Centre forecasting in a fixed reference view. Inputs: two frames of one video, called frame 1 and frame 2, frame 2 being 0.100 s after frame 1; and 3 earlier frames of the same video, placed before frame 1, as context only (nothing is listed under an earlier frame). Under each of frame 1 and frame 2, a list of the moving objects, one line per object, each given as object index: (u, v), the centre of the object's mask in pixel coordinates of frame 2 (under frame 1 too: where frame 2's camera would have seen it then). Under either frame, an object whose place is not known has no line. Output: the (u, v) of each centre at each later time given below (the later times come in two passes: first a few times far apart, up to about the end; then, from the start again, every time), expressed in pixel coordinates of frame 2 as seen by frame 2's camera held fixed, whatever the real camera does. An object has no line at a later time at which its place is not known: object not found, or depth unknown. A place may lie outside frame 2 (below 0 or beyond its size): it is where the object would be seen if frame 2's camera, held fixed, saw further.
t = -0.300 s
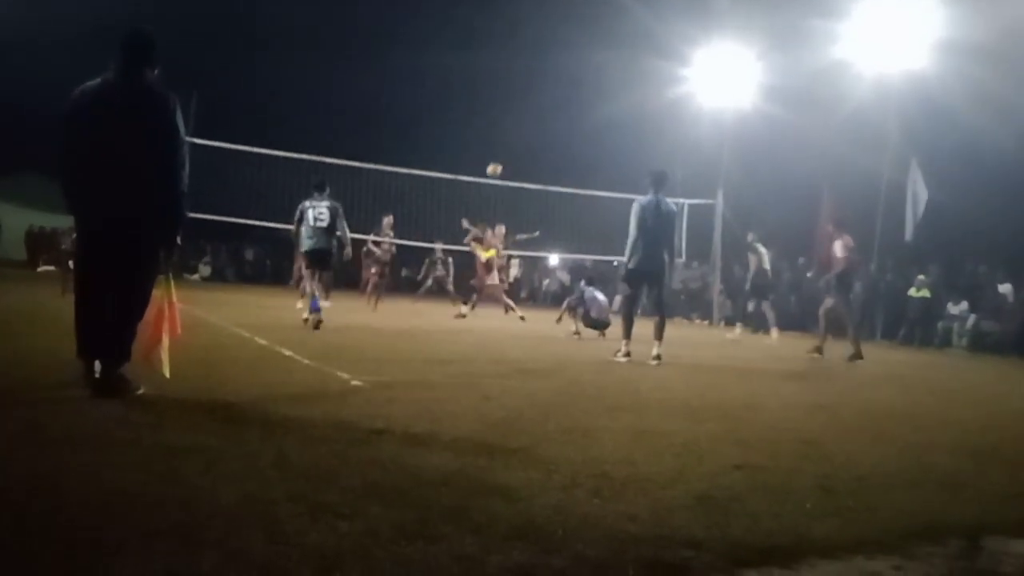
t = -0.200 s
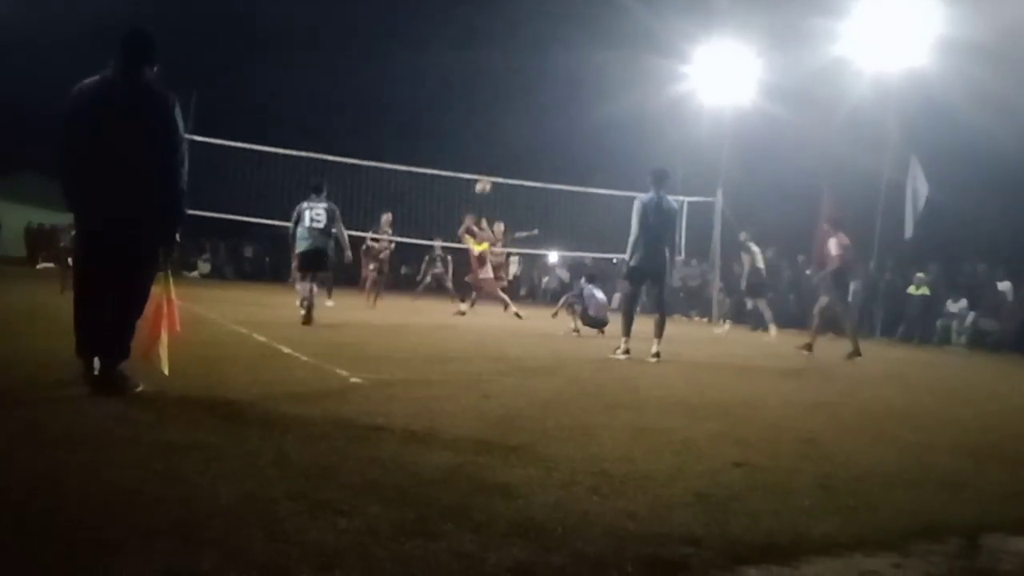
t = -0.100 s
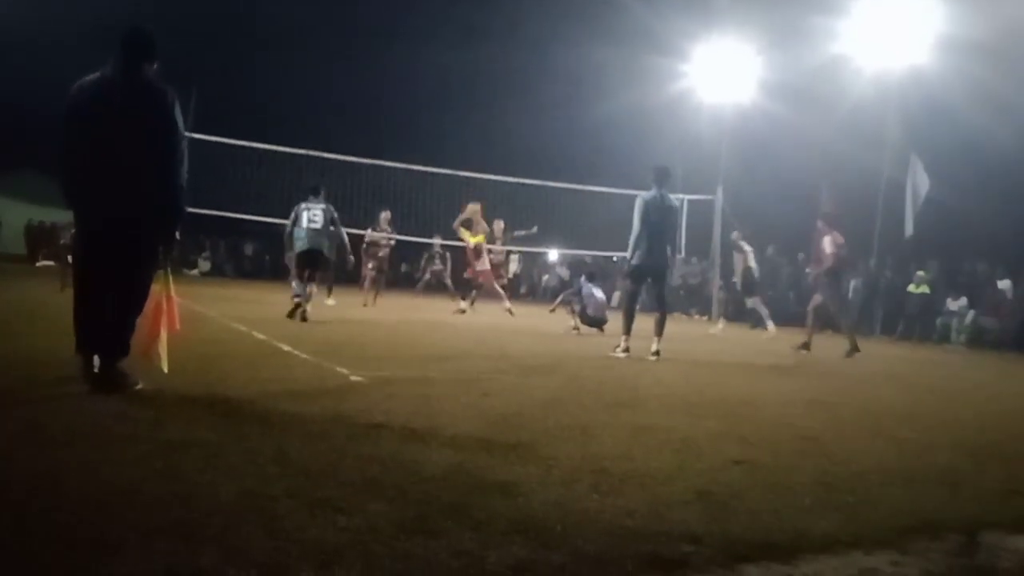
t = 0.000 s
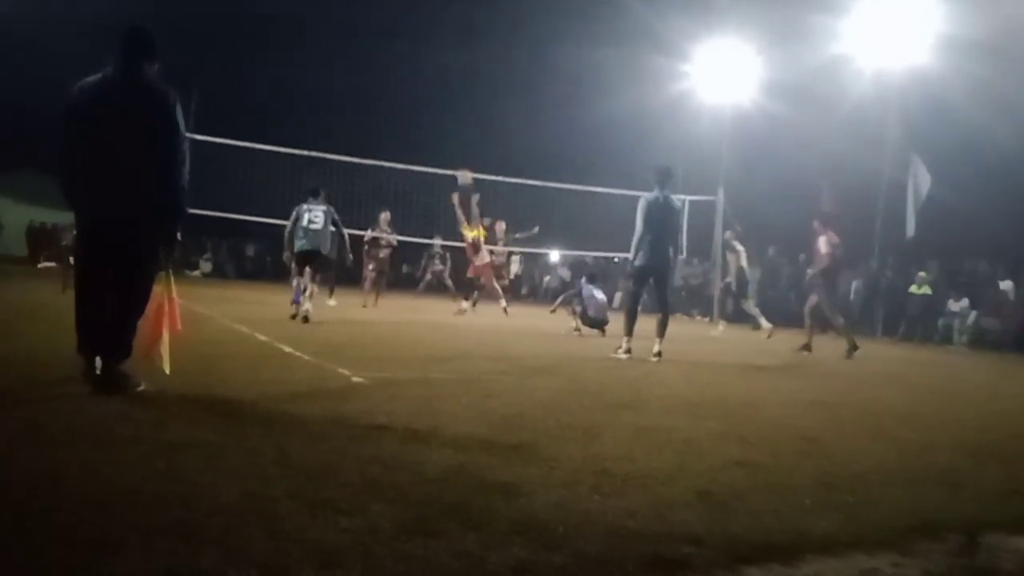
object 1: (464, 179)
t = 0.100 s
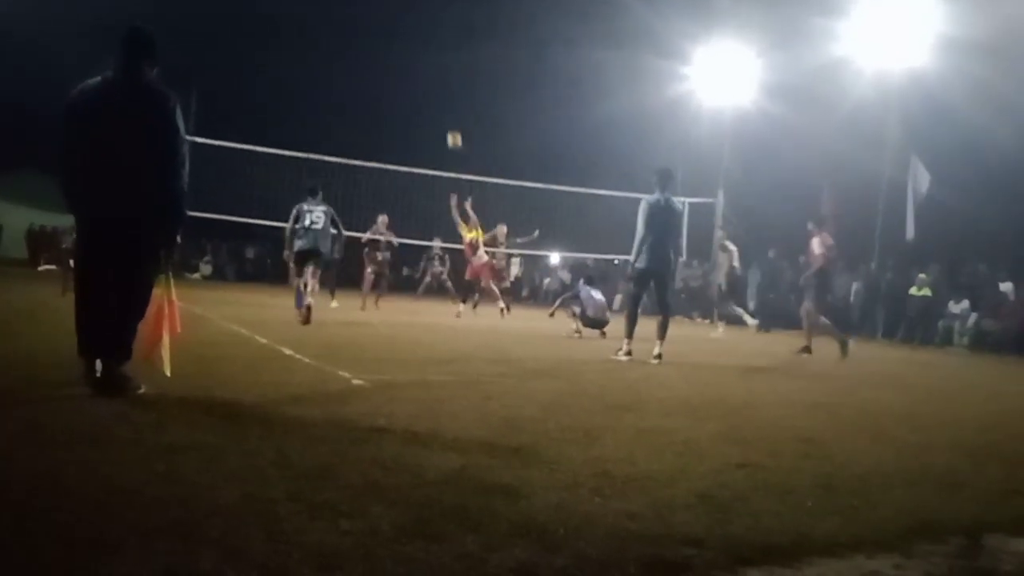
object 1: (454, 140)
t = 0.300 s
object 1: (432, 78)
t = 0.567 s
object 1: (401, 35)
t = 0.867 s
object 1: (364, 40)
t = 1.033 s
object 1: (342, 67)
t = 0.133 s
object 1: (451, 128)
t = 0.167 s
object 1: (447, 117)
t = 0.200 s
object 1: (443, 106)
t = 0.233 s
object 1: (440, 97)
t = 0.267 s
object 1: (436, 87)
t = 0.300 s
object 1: (432, 78)
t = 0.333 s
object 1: (429, 71)
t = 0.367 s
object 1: (425, 64)
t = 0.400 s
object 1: (421, 57)
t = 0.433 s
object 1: (417, 51)
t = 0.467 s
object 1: (413, 46)
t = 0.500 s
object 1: (409, 42)
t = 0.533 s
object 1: (405, 38)
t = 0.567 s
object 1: (401, 35)
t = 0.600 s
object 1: (397, 33)
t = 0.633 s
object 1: (393, 31)
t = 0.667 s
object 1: (389, 30)
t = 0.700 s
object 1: (384, 30)
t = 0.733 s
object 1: (380, 31)
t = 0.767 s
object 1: (377, 32)
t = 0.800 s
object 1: (372, 34)
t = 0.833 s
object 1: (368, 36)
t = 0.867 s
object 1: (364, 40)
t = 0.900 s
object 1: (359, 44)
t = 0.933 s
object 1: (355, 49)
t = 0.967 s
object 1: (350, 54)
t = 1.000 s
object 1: (346, 60)
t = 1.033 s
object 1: (342, 67)
